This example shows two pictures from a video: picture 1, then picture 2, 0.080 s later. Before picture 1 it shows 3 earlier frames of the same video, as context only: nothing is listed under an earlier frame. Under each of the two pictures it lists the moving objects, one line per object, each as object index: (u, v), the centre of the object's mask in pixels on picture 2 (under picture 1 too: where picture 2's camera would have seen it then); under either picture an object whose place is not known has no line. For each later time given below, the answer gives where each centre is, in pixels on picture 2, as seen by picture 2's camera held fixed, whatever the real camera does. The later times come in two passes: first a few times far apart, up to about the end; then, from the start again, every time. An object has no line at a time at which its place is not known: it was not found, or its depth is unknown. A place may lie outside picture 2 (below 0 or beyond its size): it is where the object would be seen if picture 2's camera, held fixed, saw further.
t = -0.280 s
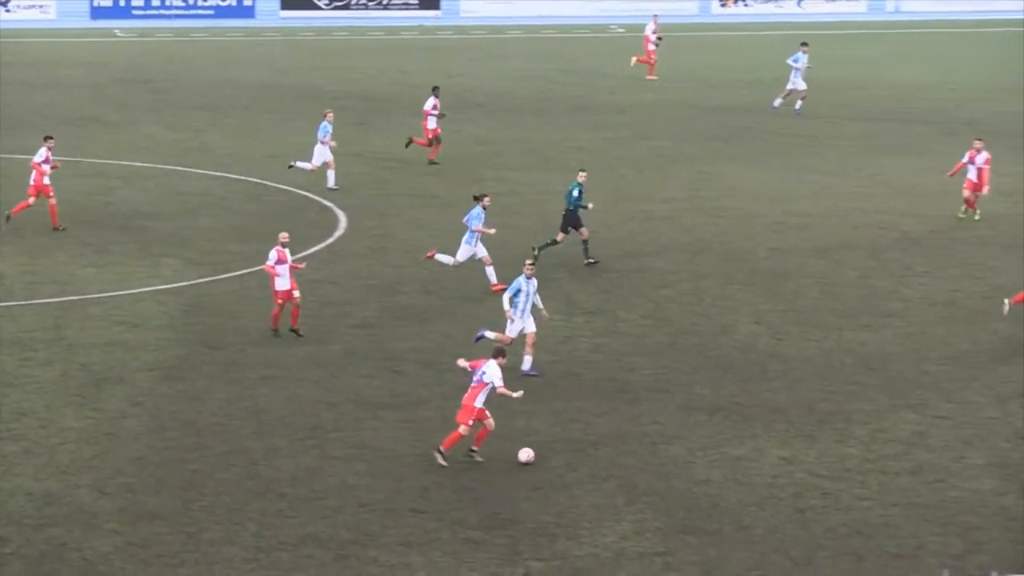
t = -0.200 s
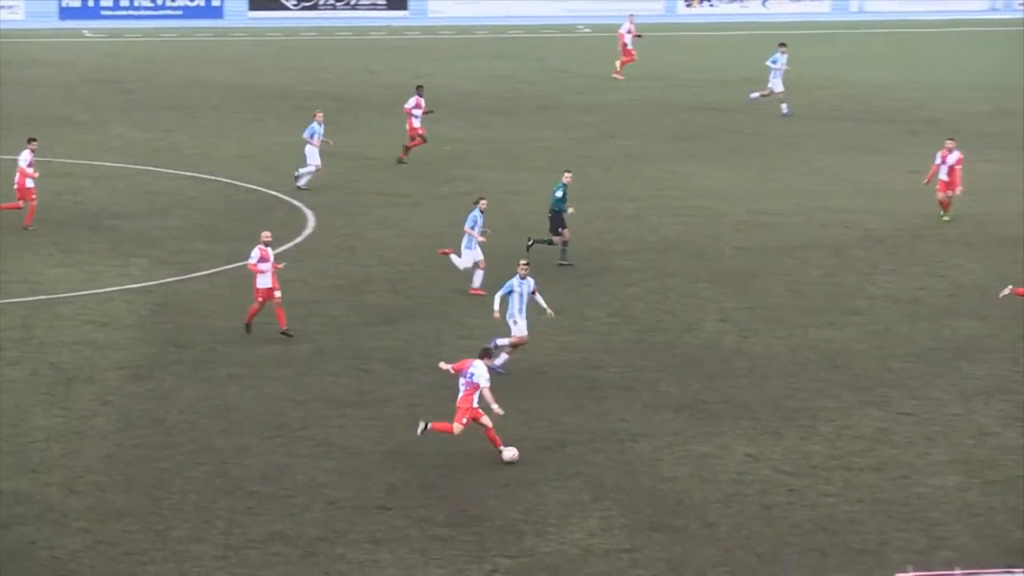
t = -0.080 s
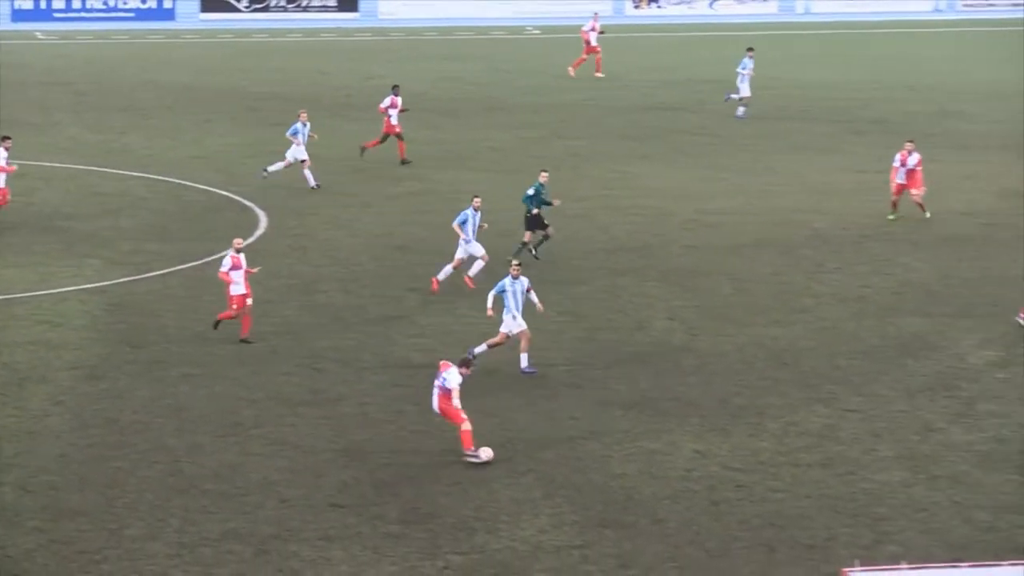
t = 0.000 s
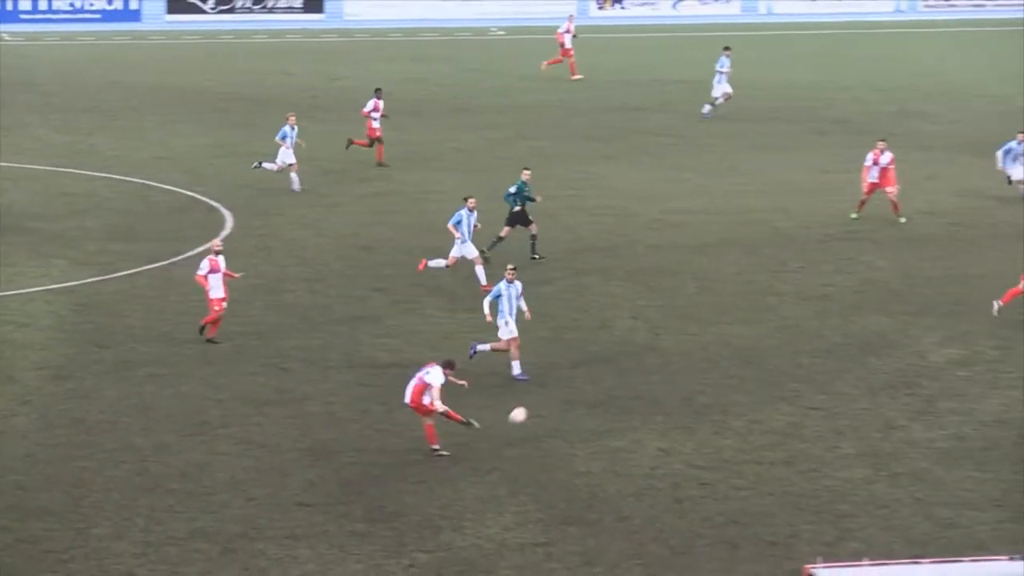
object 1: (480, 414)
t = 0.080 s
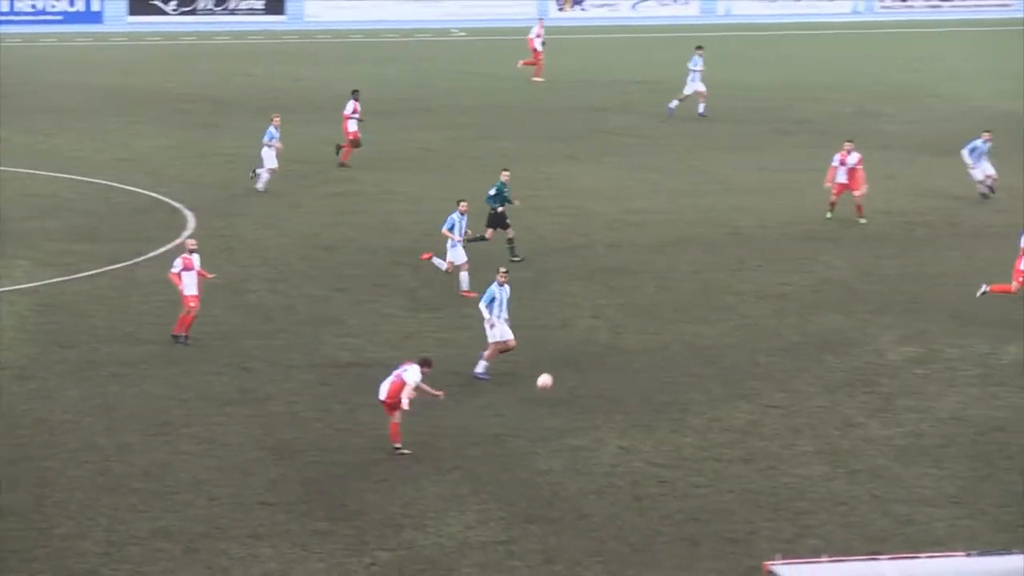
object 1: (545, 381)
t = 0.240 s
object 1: (651, 340)
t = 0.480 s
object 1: (761, 290)
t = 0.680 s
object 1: (824, 264)
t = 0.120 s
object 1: (573, 368)
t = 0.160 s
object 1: (601, 357)
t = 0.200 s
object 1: (627, 347)
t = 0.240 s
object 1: (651, 340)
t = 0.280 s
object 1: (673, 334)
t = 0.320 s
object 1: (694, 330)
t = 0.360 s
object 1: (714, 326)
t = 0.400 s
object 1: (730, 312)
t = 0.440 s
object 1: (745, 300)
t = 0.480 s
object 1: (761, 290)
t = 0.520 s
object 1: (775, 281)
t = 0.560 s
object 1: (788, 275)
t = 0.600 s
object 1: (800, 269)
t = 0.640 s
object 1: (813, 265)
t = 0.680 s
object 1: (824, 264)
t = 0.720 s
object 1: (834, 259)
